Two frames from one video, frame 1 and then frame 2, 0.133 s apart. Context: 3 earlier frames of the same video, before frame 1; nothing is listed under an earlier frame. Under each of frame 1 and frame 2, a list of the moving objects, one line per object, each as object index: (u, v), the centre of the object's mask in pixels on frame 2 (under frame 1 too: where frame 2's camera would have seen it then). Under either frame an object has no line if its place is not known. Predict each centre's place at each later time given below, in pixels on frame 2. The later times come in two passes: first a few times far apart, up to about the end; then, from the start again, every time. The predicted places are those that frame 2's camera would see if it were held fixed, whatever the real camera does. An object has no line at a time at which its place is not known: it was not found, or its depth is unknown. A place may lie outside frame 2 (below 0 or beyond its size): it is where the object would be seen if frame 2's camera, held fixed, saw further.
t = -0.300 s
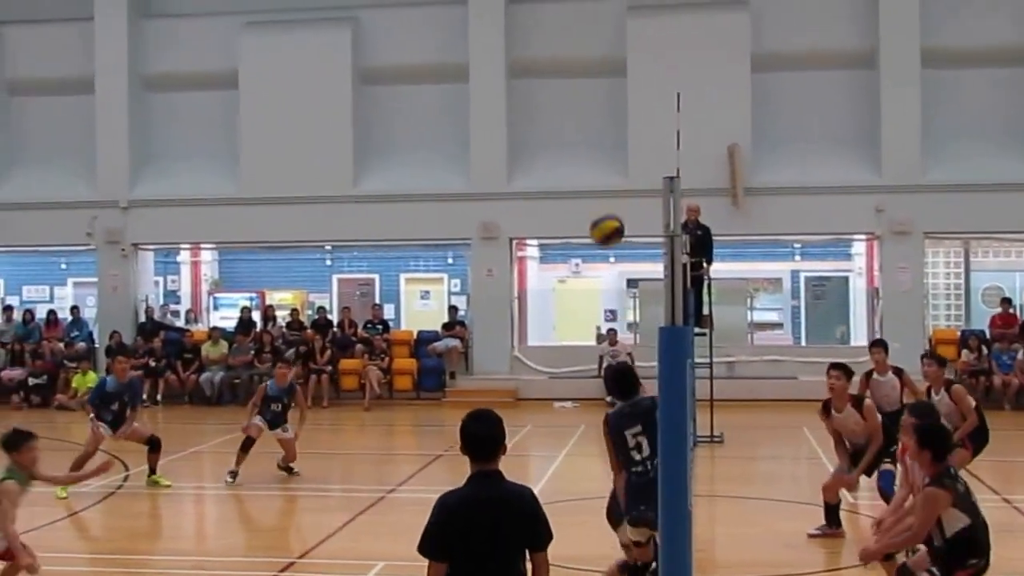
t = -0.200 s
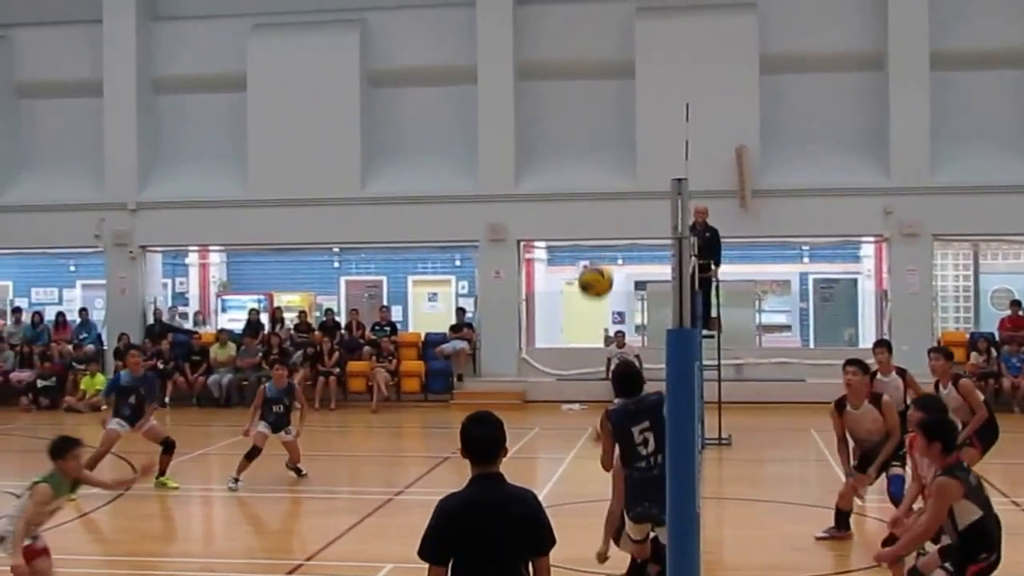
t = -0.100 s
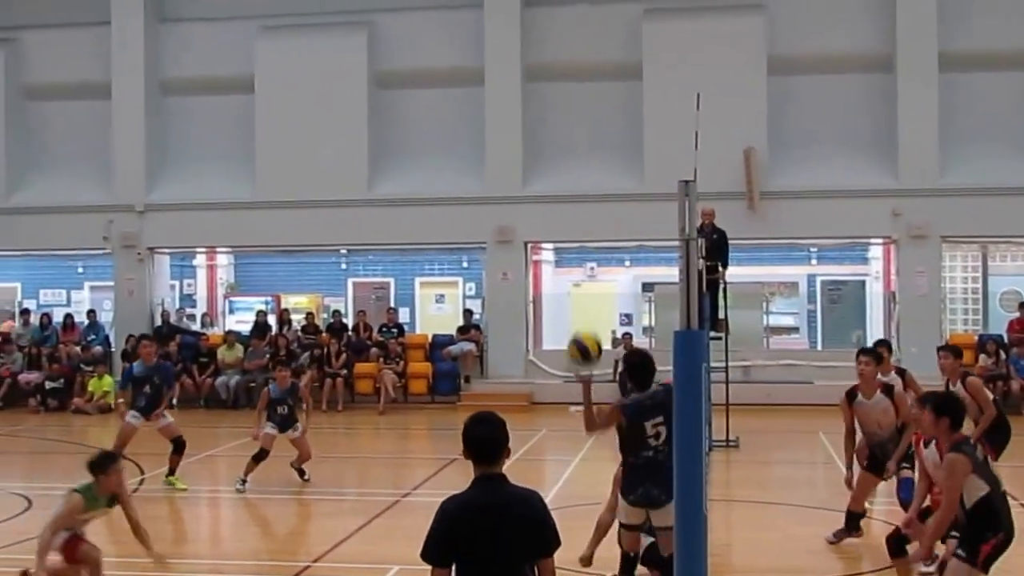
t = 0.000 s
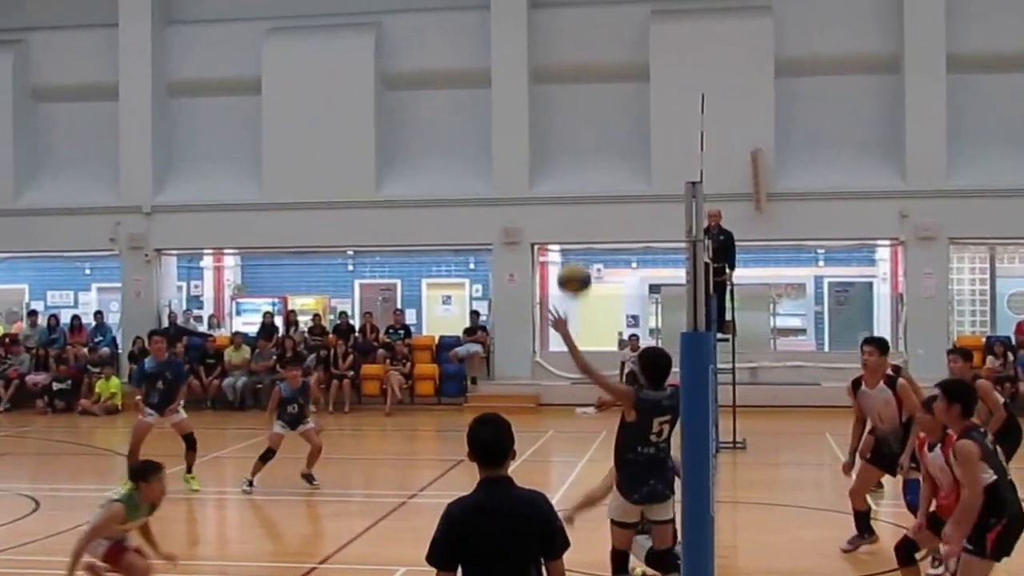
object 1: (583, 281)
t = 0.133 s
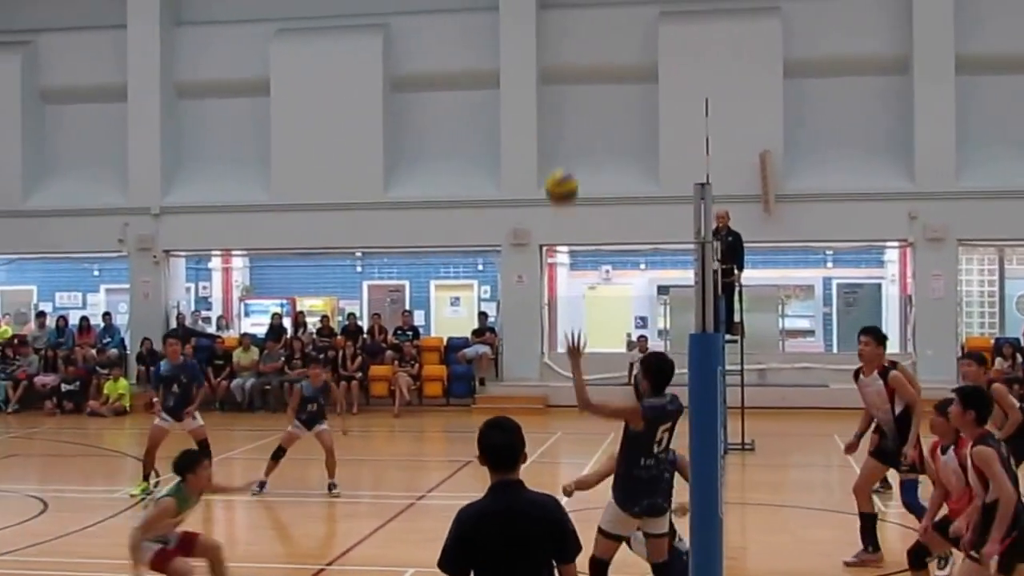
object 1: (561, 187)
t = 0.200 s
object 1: (551, 153)
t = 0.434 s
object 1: (523, 92)
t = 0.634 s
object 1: (501, 106)
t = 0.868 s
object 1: (479, 192)
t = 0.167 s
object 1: (556, 169)
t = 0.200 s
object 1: (551, 153)
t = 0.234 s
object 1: (547, 139)
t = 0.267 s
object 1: (543, 126)
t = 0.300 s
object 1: (539, 116)
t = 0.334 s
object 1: (535, 107)
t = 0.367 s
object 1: (530, 100)
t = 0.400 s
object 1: (526, 95)
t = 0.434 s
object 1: (523, 92)
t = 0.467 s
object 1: (519, 90)
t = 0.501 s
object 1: (514, 91)
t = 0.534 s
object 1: (511, 92)
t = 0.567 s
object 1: (508, 95)
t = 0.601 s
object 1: (504, 100)
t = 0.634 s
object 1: (501, 106)
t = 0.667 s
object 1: (497, 113)
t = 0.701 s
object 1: (494, 123)
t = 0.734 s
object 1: (491, 134)
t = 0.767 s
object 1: (488, 147)
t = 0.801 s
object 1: (485, 160)
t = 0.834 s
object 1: (482, 175)
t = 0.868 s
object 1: (479, 192)
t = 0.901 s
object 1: (475, 211)
